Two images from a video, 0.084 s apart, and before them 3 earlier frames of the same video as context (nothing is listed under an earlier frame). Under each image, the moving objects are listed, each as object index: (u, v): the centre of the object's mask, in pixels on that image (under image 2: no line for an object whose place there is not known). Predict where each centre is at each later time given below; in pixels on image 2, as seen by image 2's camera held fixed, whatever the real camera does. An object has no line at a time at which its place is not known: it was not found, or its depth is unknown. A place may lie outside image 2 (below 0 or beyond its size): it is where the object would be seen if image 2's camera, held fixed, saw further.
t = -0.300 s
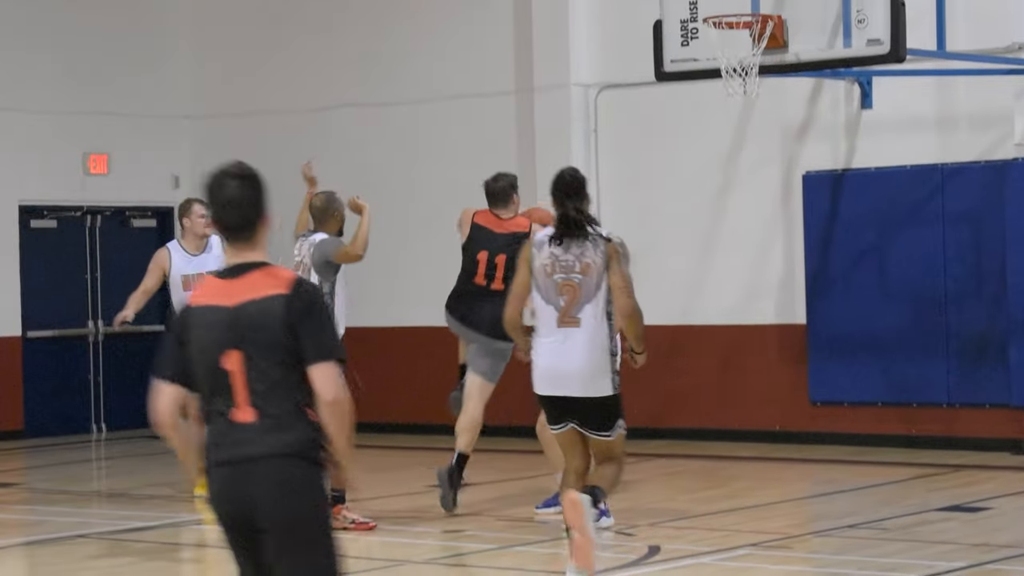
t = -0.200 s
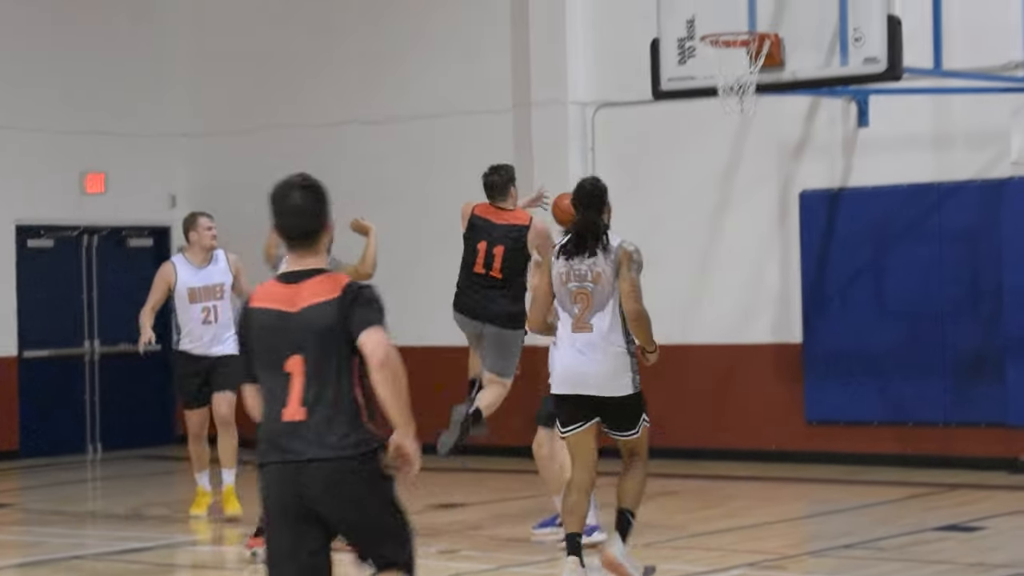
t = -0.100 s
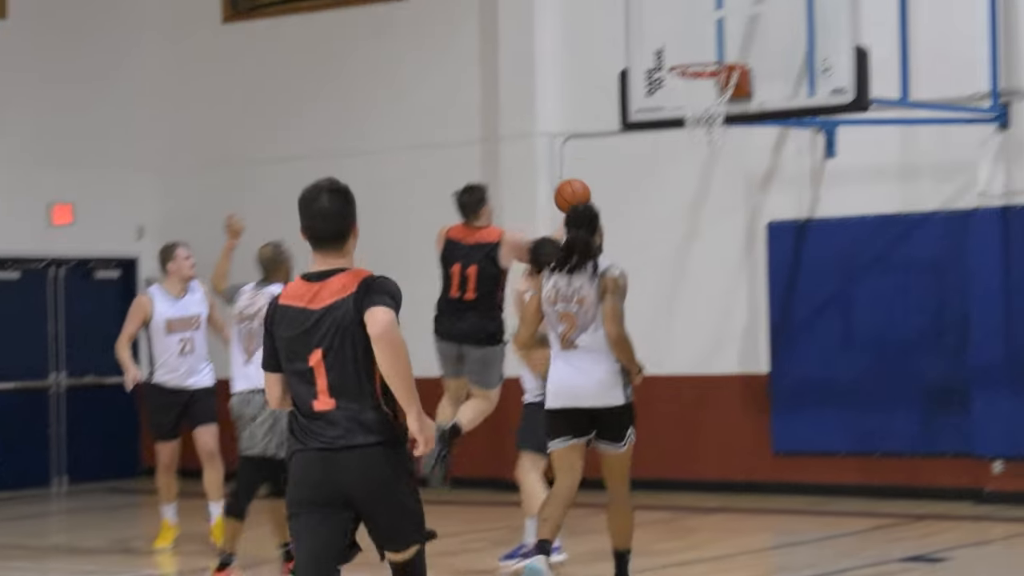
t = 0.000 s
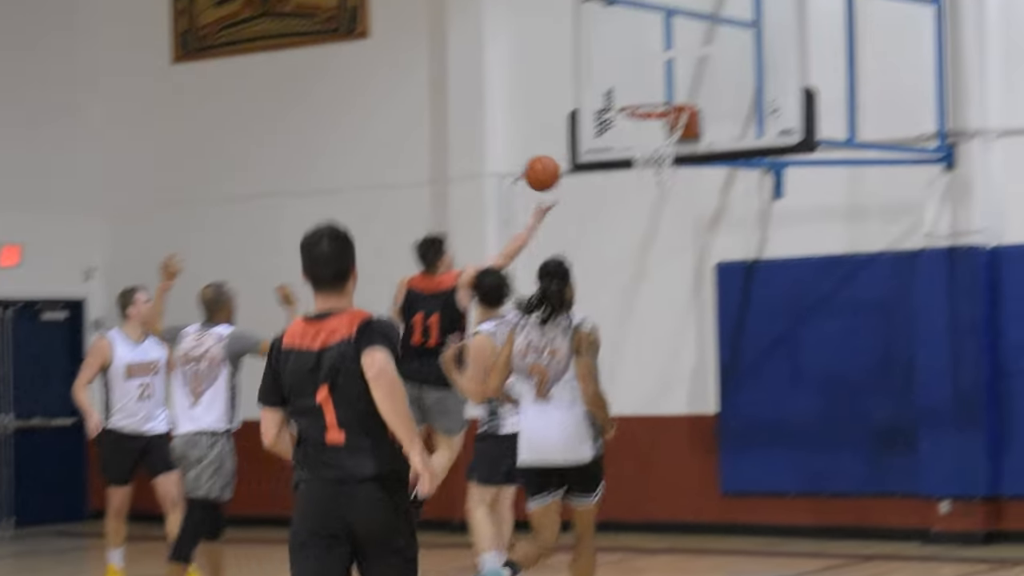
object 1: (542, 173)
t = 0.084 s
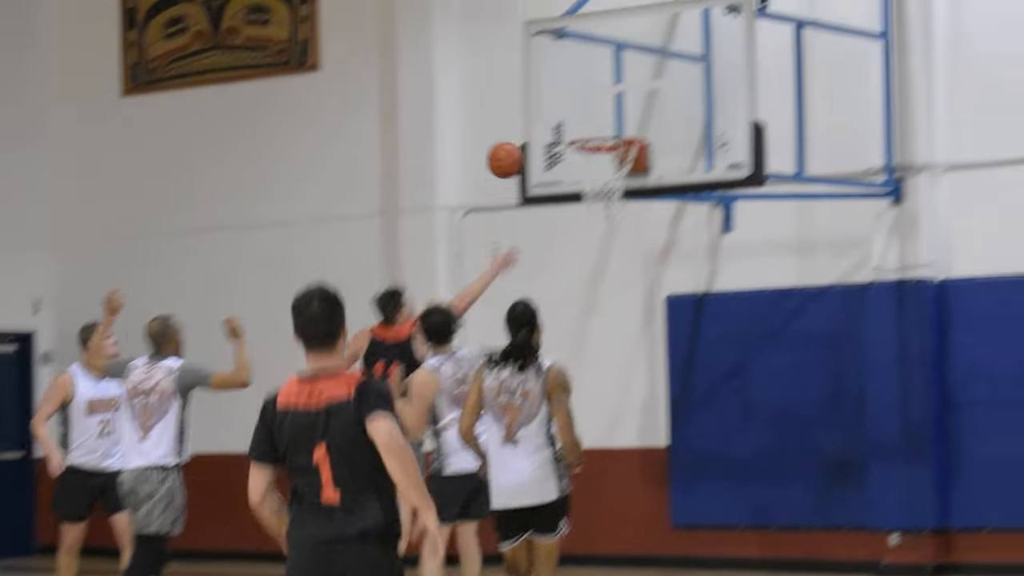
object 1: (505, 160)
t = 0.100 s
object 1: (507, 152)
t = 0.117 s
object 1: (509, 145)
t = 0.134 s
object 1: (510, 138)
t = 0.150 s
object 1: (512, 131)
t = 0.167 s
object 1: (514, 125)
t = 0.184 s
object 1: (516, 119)
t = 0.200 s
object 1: (518, 113)
